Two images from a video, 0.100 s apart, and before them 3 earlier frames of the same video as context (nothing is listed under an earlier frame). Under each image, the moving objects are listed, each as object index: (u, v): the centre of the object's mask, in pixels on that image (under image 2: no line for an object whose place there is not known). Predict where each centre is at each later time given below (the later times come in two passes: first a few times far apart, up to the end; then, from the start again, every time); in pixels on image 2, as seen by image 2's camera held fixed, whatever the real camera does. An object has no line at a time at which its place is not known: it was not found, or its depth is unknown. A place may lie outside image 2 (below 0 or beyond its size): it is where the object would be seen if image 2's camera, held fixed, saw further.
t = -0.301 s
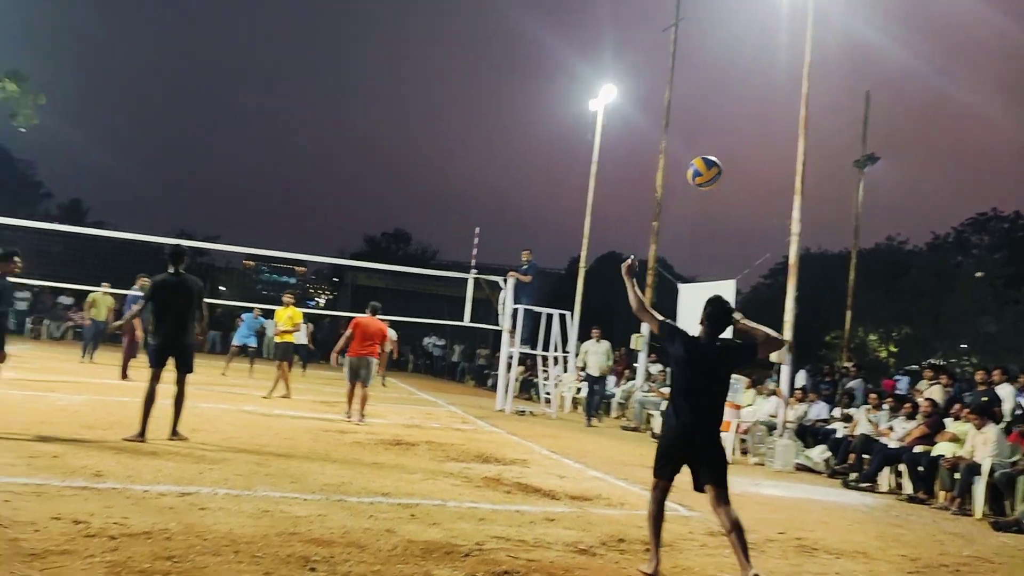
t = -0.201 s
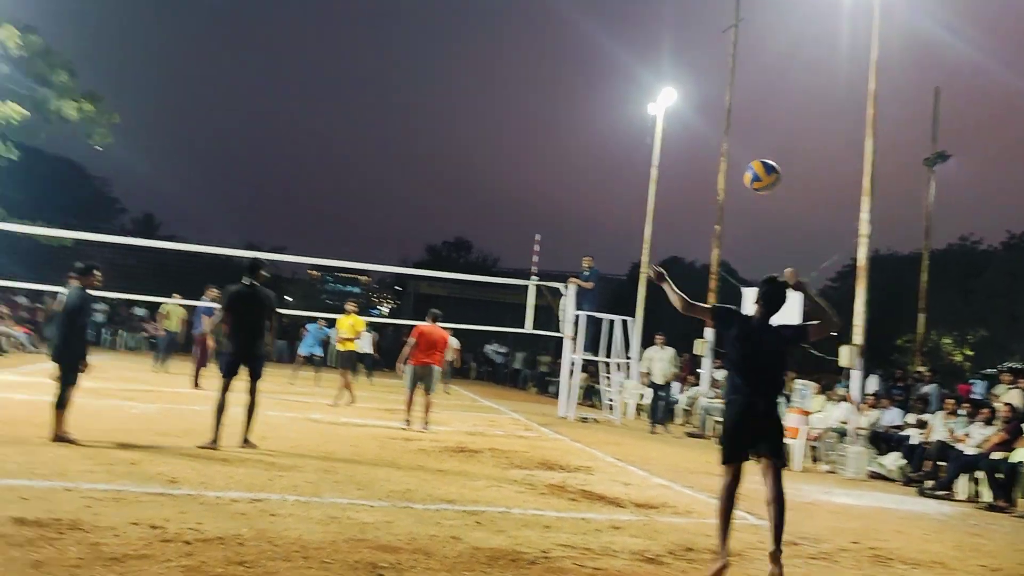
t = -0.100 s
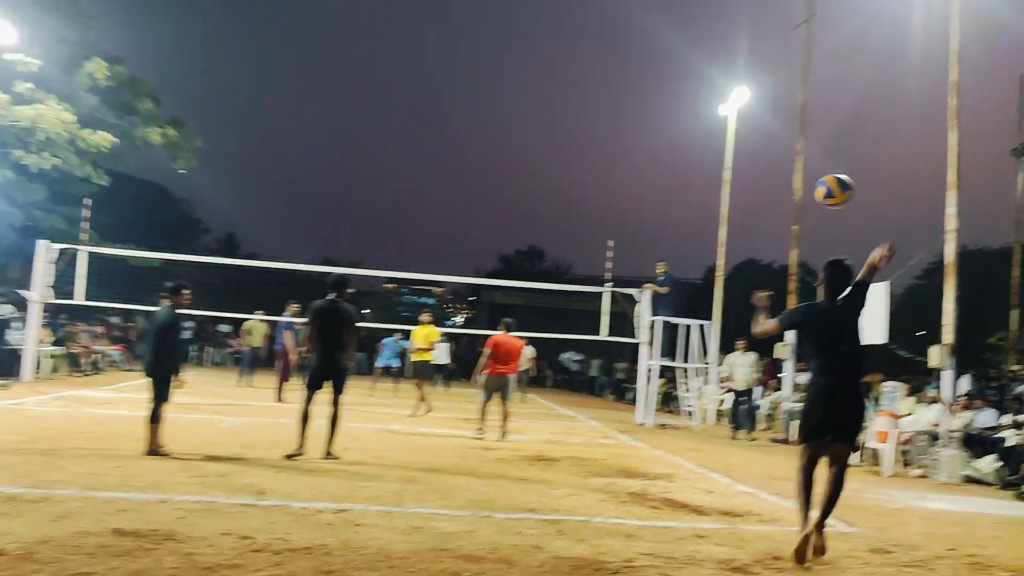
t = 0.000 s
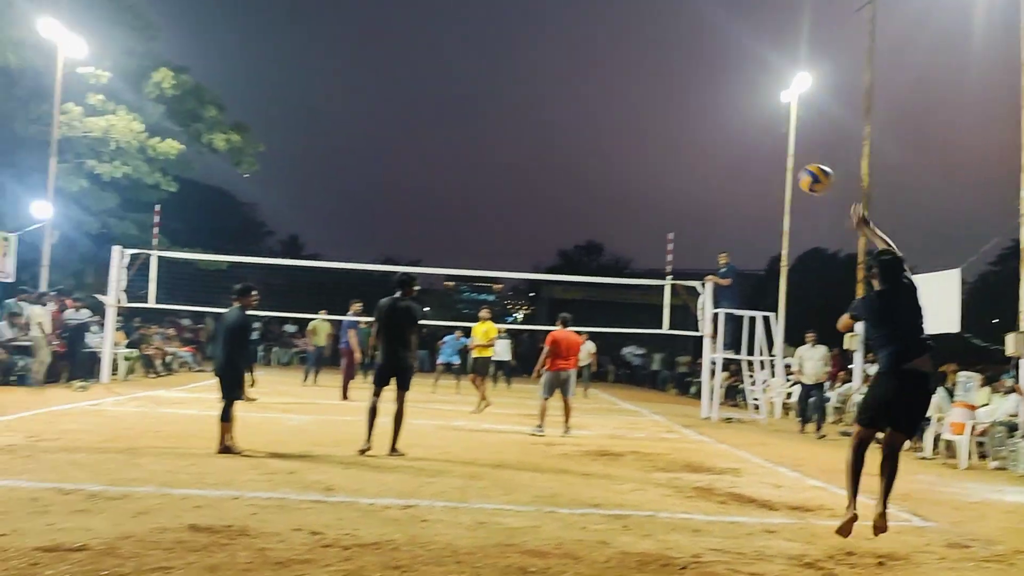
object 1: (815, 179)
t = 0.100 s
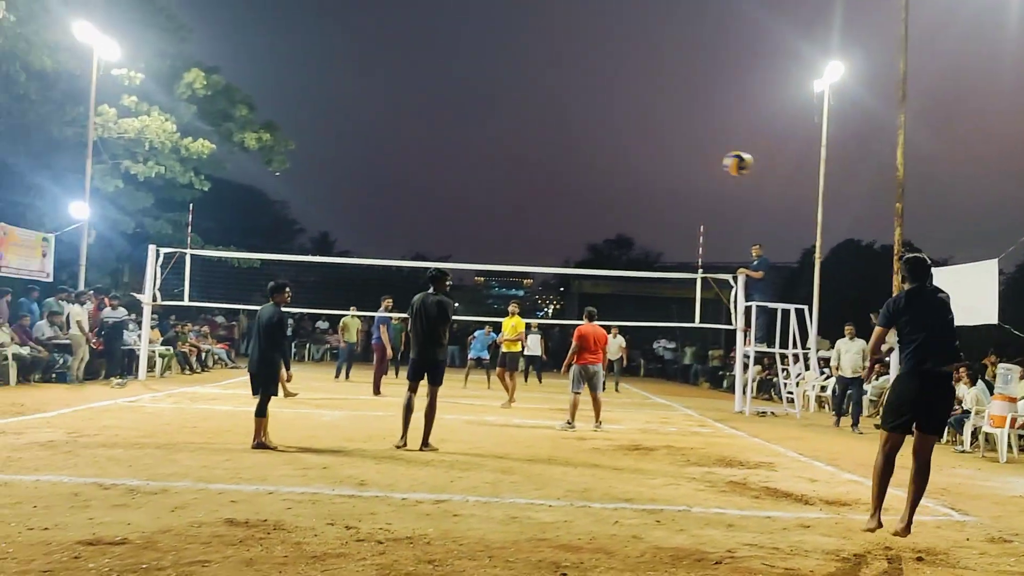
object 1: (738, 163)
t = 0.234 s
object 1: (642, 169)
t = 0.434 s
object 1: (556, 192)
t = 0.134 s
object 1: (710, 163)
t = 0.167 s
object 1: (685, 164)
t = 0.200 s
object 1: (662, 166)
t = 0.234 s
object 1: (642, 169)
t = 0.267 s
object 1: (624, 171)
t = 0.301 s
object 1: (607, 175)
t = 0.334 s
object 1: (593, 178)
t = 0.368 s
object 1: (579, 183)
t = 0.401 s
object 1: (567, 187)
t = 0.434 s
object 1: (556, 192)
